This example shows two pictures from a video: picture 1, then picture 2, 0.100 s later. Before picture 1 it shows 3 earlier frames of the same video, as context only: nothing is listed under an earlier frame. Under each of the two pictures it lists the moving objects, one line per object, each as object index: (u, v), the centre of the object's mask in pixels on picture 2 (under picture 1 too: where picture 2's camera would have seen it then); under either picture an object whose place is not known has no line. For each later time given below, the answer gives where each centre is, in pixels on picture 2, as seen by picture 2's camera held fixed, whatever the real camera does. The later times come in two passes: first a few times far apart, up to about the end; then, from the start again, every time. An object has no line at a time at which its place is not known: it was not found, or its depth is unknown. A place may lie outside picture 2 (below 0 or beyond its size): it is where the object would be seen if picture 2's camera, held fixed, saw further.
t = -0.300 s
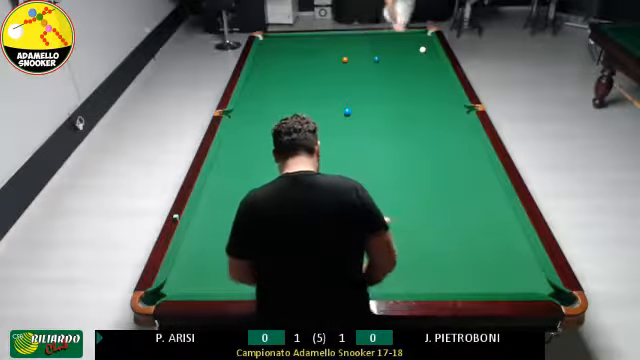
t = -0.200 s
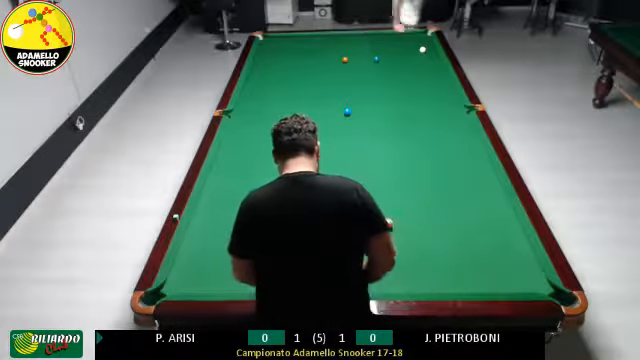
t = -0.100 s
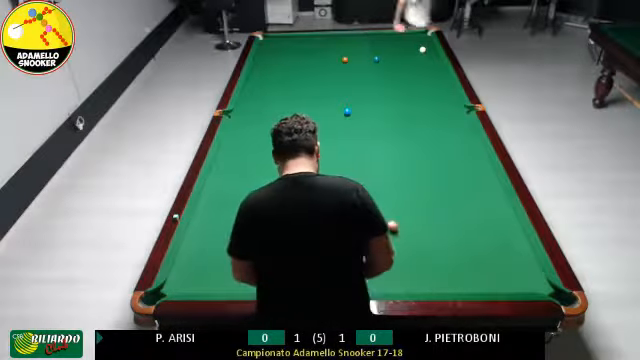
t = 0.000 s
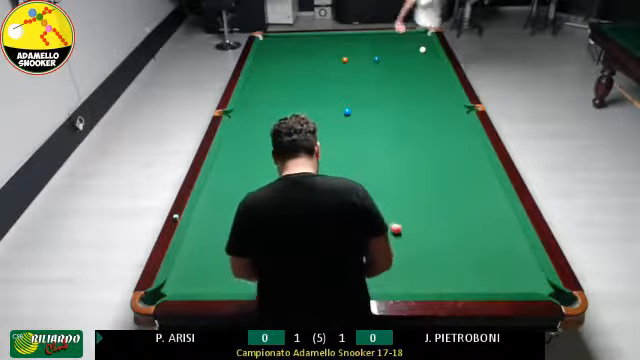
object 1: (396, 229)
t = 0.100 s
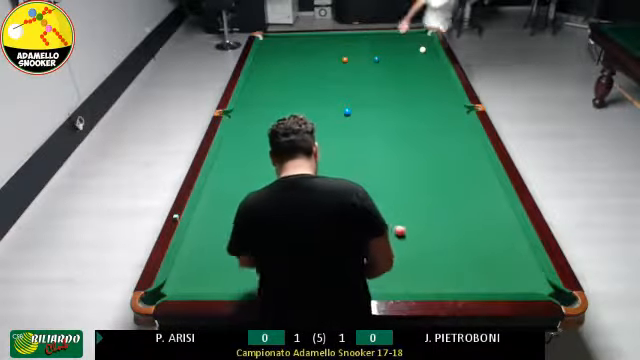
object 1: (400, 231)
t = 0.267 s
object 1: (406, 234)
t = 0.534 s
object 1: (414, 239)
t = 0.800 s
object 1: (422, 243)
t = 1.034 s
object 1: (428, 246)
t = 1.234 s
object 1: (432, 248)
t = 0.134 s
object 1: (401, 232)
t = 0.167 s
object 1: (402, 232)
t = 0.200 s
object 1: (404, 233)
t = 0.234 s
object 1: (405, 233)
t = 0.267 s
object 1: (406, 234)
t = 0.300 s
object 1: (407, 235)
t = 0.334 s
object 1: (407, 235)
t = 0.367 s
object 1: (410, 236)
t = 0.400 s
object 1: (410, 236)
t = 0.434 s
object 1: (412, 237)
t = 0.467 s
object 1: (412, 238)
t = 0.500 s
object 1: (414, 238)
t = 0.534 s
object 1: (414, 239)
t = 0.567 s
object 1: (416, 239)
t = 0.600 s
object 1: (416, 240)
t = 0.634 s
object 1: (417, 240)
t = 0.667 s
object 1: (418, 241)
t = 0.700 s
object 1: (419, 241)
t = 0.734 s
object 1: (420, 242)
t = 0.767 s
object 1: (421, 242)
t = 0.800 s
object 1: (422, 243)
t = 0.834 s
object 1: (423, 243)
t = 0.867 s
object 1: (423, 243)
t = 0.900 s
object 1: (424, 244)
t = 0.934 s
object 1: (425, 244)
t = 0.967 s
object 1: (426, 245)
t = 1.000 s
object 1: (427, 245)
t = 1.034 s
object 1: (428, 246)
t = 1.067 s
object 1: (428, 246)
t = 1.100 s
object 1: (429, 246)
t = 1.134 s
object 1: (430, 247)
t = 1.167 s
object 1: (430, 247)
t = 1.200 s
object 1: (431, 247)
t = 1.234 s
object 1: (432, 248)
